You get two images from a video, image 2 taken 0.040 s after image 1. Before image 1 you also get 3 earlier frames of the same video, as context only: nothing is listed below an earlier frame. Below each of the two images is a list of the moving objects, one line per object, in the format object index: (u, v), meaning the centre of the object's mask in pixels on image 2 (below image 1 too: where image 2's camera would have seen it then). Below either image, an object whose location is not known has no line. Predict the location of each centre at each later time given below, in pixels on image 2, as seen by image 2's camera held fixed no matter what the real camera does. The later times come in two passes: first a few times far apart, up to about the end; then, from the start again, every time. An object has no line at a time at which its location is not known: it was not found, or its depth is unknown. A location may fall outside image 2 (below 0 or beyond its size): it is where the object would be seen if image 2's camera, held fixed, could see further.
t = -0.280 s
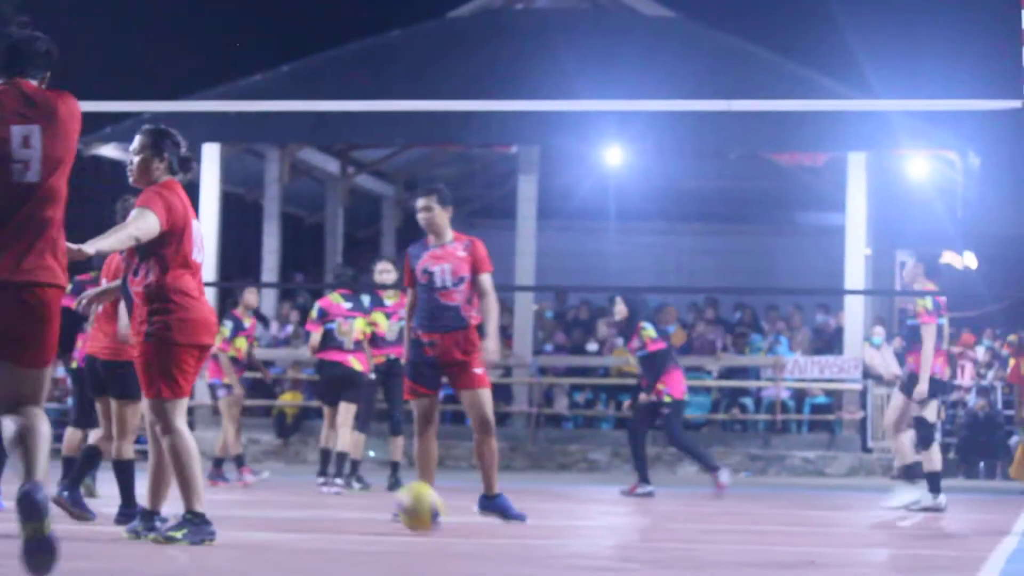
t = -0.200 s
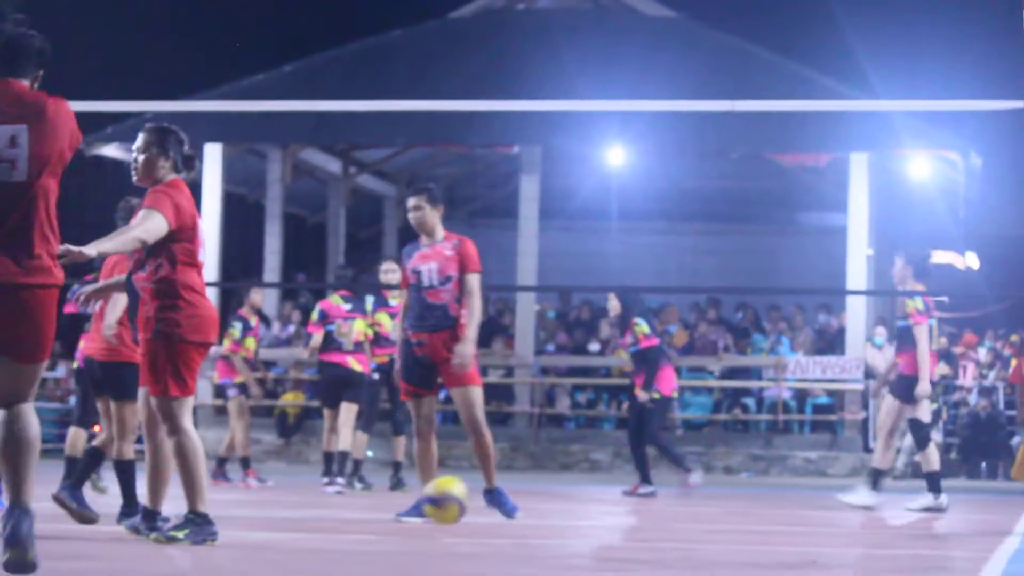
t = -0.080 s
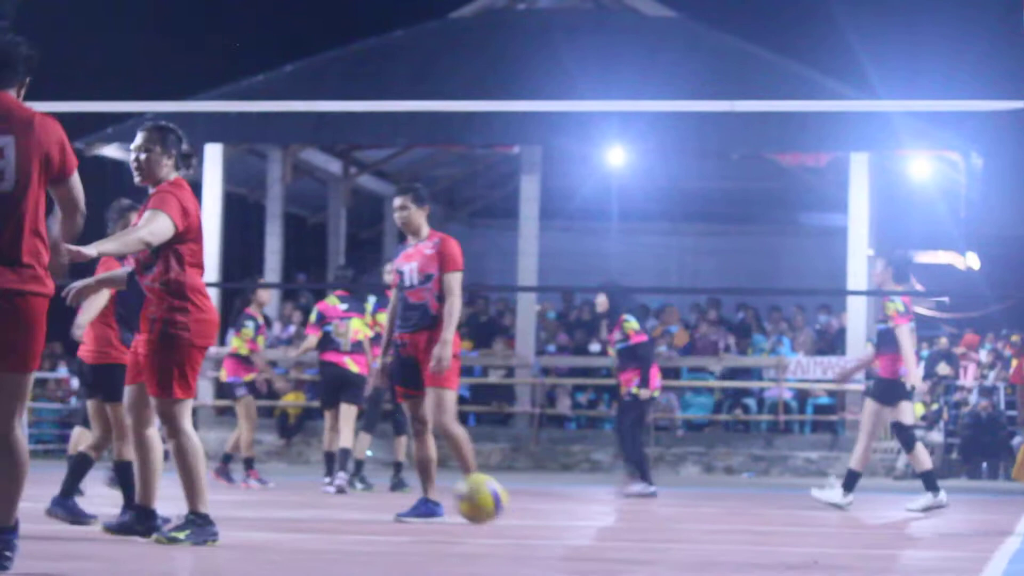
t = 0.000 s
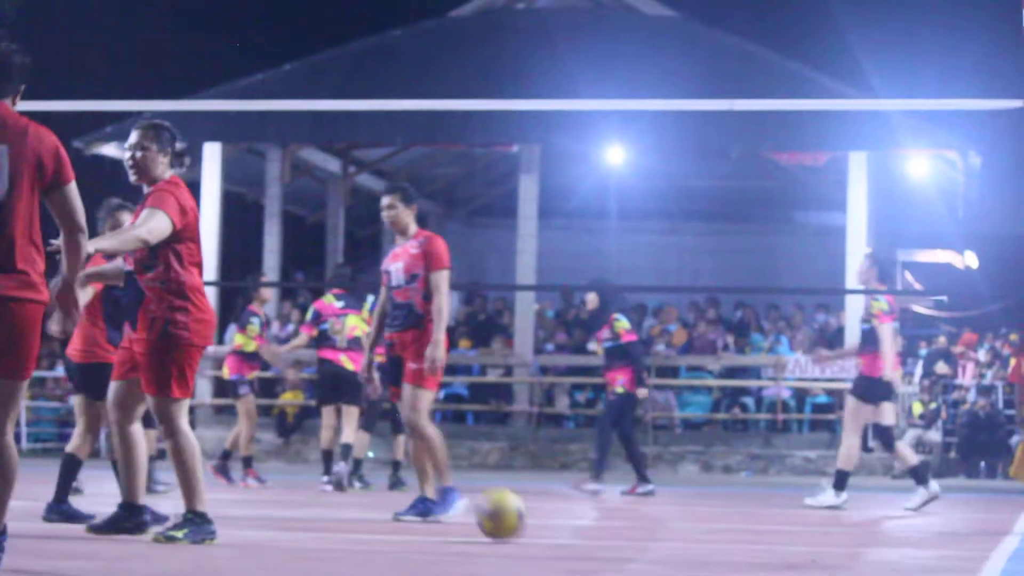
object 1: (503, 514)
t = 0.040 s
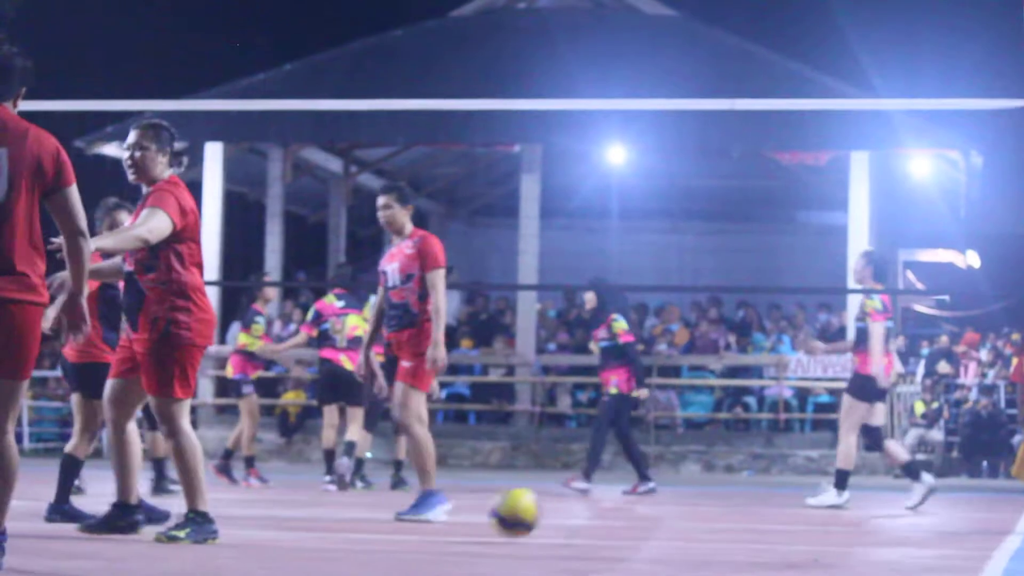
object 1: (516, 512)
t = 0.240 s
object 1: (574, 513)
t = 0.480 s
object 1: (652, 527)
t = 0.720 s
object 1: (739, 536)
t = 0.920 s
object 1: (816, 548)
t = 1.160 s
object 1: (917, 555)
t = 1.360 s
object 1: (1009, 564)
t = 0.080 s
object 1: (526, 505)
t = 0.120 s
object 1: (538, 502)
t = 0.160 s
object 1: (549, 501)
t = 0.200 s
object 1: (562, 506)
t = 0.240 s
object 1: (574, 513)
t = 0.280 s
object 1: (587, 525)
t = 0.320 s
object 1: (599, 519)
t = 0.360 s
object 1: (613, 515)
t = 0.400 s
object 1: (625, 515)
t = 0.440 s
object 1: (638, 519)
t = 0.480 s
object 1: (652, 527)
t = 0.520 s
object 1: (666, 528)
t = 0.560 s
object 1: (680, 525)
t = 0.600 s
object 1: (694, 526)
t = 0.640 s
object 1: (708, 531)
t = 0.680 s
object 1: (724, 537)
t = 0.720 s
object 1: (739, 536)
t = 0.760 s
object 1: (753, 537)
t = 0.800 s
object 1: (769, 543)
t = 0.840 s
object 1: (784, 544)
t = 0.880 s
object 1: (800, 542)
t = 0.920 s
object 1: (816, 548)
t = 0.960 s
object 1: (833, 548)
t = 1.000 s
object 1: (849, 547)
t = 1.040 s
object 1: (866, 551)
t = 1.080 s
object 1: (882, 553)
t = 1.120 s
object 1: (899, 552)
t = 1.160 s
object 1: (917, 555)
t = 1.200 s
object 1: (936, 557)
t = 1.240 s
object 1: (953, 555)
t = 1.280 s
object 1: (970, 558)
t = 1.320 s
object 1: (989, 565)
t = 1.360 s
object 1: (1009, 564)
